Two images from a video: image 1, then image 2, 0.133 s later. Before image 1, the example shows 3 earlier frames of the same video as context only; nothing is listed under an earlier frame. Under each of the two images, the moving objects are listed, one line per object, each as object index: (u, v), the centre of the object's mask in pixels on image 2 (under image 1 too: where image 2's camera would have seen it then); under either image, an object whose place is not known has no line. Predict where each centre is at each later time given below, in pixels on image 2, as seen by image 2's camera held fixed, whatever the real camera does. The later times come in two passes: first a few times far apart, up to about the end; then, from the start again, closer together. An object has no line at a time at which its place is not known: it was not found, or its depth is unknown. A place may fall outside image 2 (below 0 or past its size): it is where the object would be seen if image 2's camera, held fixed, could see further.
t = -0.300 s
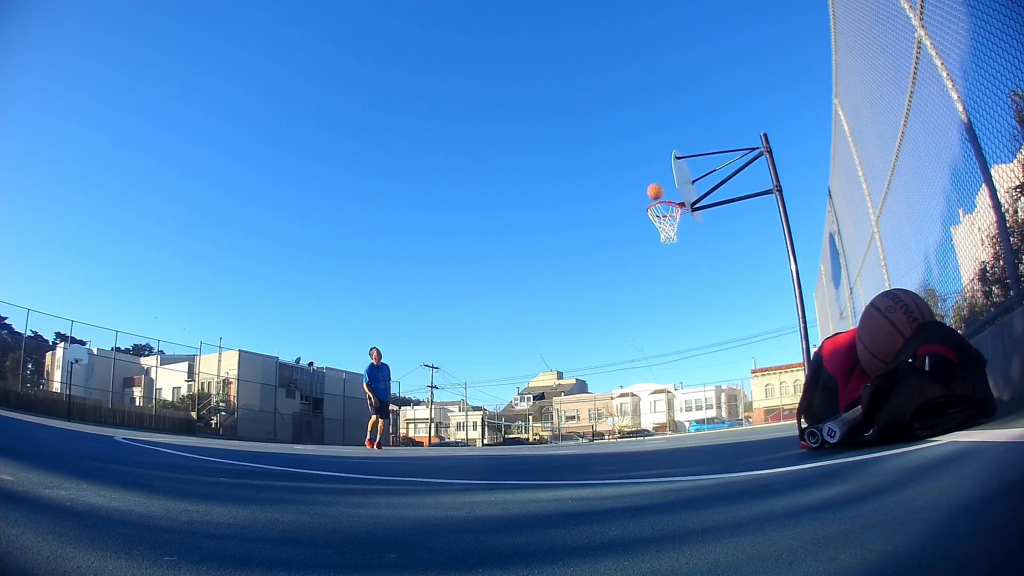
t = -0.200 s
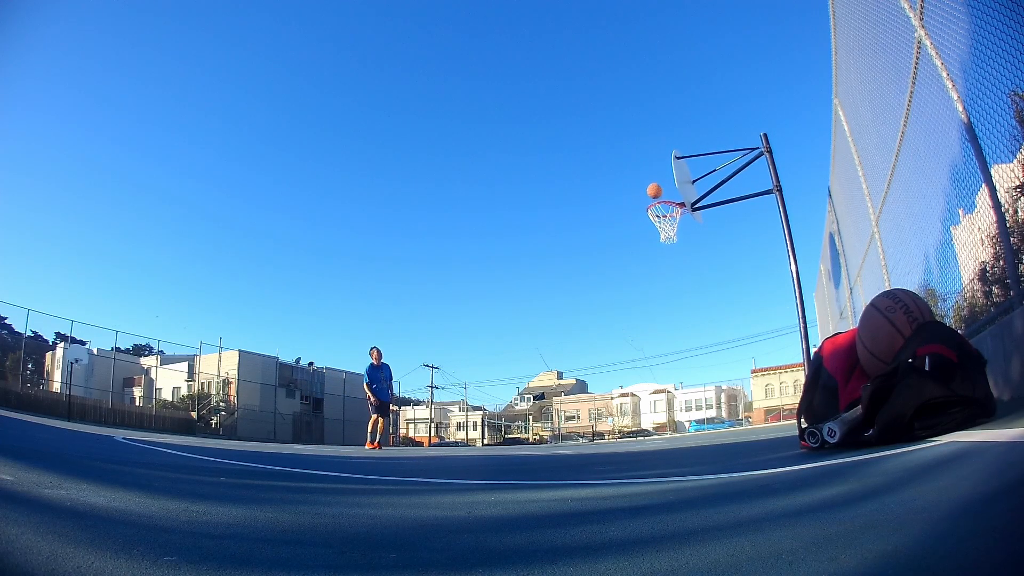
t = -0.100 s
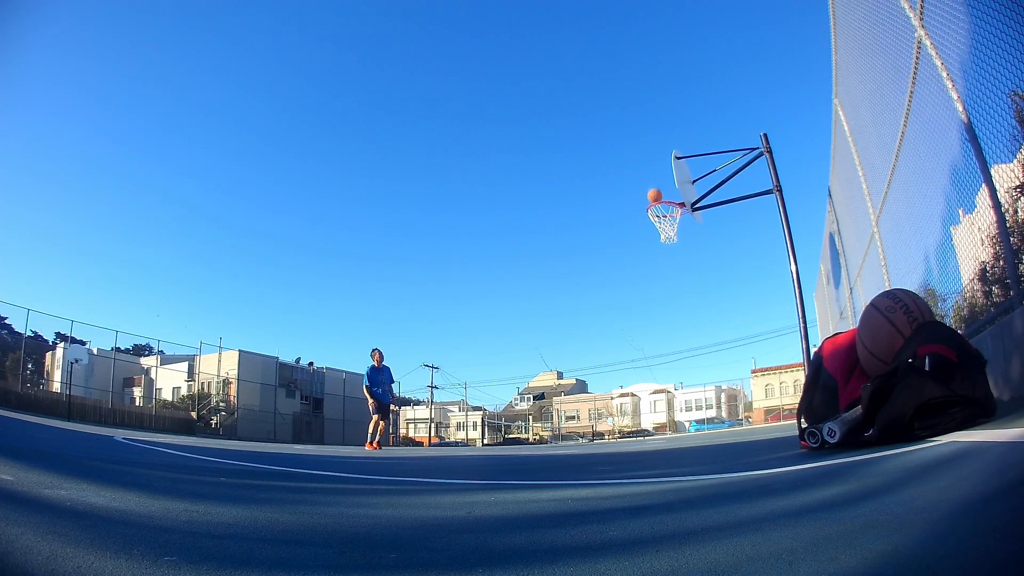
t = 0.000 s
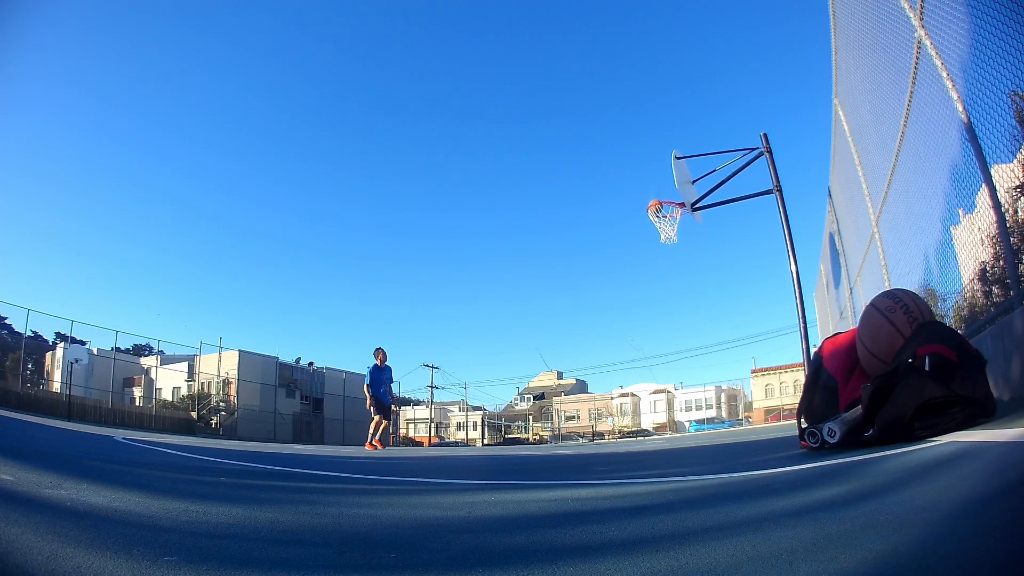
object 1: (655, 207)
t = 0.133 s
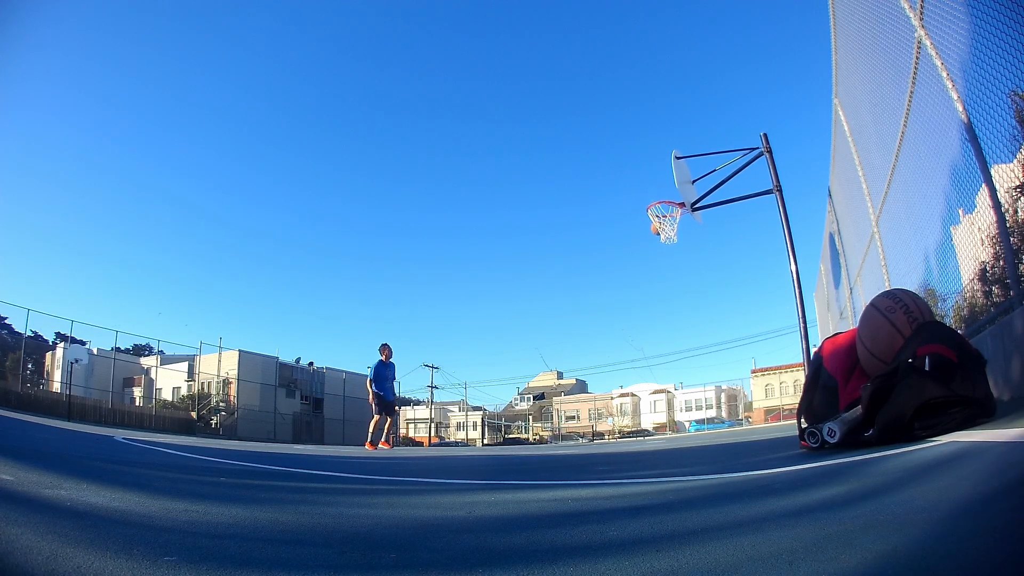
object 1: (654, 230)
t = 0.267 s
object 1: (661, 258)
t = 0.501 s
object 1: (667, 329)
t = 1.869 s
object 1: (649, 373)
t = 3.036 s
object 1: (634, 410)
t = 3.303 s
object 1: (630, 417)
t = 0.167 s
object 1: (656, 235)
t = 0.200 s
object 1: (658, 243)
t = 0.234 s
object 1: (660, 250)
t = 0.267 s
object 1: (661, 258)
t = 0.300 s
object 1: (662, 266)
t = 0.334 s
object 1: (662, 276)
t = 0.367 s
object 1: (663, 285)
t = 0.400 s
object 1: (664, 296)
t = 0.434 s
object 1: (665, 306)
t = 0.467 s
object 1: (666, 318)
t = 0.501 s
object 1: (667, 329)
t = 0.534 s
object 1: (668, 341)
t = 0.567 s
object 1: (669, 354)
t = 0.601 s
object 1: (670, 367)
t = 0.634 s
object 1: (671, 380)
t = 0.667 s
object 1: (671, 394)
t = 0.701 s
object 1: (672, 409)
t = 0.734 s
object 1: (672, 423)
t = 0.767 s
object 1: (673, 432)
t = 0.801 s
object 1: (672, 421)
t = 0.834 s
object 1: (671, 411)
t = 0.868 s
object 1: (669, 401)
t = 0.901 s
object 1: (668, 391)
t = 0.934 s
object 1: (667, 383)
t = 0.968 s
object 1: (666, 375)
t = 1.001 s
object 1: (665, 368)
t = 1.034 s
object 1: (664, 361)
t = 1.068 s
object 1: (663, 355)
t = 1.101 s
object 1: (662, 350)
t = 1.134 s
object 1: (661, 345)
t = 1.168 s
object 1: (660, 341)
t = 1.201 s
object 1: (659, 337)
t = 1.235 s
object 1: (658, 334)
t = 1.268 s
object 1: (657, 331)
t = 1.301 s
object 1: (656, 329)
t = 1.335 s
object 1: (656, 328)
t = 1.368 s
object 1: (655, 327)
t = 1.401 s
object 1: (654, 326)
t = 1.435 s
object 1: (654, 326)
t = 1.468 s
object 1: (653, 326)
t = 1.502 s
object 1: (653, 327)
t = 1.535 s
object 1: (652, 329)
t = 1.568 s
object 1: (652, 331)
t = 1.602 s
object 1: (651, 334)
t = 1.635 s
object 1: (651, 337)
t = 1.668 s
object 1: (651, 341)
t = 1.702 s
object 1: (650, 345)
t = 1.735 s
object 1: (650, 350)
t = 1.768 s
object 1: (650, 355)
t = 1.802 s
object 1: (649, 360)
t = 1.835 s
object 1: (649, 367)
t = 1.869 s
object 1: (649, 373)
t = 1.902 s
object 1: (650, 380)
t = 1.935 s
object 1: (649, 388)
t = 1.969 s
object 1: (649, 396)
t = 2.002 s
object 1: (649, 405)
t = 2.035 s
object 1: (649, 414)
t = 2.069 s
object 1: (649, 423)
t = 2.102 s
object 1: (649, 433)
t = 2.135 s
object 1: (648, 430)
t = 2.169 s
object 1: (647, 423)
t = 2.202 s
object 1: (646, 416)
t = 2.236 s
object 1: (646, 410)
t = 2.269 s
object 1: (645, 404)
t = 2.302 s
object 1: (644, 399)
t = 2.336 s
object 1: (643, 394)
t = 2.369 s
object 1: (642, 390)
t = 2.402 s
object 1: (642, 386)
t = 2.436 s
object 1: (641, 383)
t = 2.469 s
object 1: (640, 381)
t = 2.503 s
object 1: (640, 379)
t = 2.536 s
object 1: (639, 377)
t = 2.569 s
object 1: (638, 376)
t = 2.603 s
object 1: (638, 375)
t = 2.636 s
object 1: (637, 375)
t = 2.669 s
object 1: (637, 375)
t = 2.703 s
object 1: (637, 376)
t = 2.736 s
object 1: (636, 377)
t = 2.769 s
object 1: (636, 379)
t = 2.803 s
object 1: (635, 381)
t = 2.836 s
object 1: (635, 384)
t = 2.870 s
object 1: (635, 387)
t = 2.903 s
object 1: (634, 391)
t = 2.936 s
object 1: (634, 395)
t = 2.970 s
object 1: (634, 399)
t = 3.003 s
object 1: (634, 404)
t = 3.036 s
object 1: (634, 410)
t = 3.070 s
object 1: (633, 415)
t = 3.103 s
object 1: (633, 422)
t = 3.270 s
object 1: (630, 422)
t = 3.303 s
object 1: (630, 417)
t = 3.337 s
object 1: (630, 414)
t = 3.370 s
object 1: (629, 410)
